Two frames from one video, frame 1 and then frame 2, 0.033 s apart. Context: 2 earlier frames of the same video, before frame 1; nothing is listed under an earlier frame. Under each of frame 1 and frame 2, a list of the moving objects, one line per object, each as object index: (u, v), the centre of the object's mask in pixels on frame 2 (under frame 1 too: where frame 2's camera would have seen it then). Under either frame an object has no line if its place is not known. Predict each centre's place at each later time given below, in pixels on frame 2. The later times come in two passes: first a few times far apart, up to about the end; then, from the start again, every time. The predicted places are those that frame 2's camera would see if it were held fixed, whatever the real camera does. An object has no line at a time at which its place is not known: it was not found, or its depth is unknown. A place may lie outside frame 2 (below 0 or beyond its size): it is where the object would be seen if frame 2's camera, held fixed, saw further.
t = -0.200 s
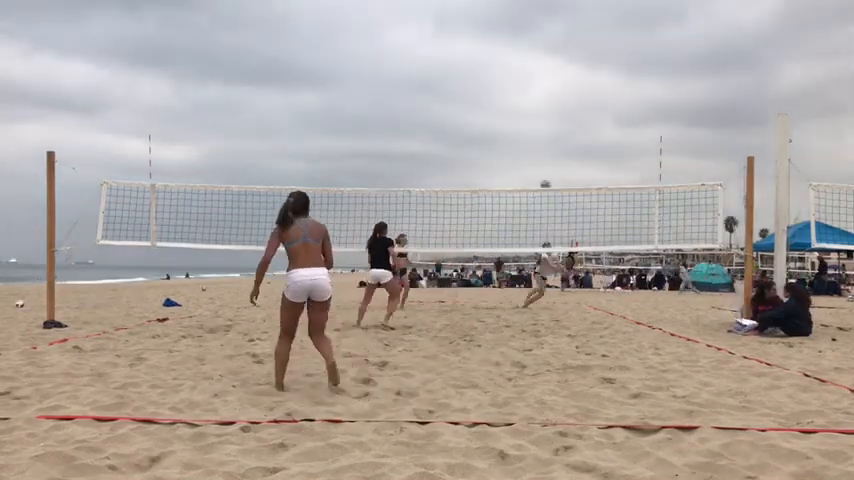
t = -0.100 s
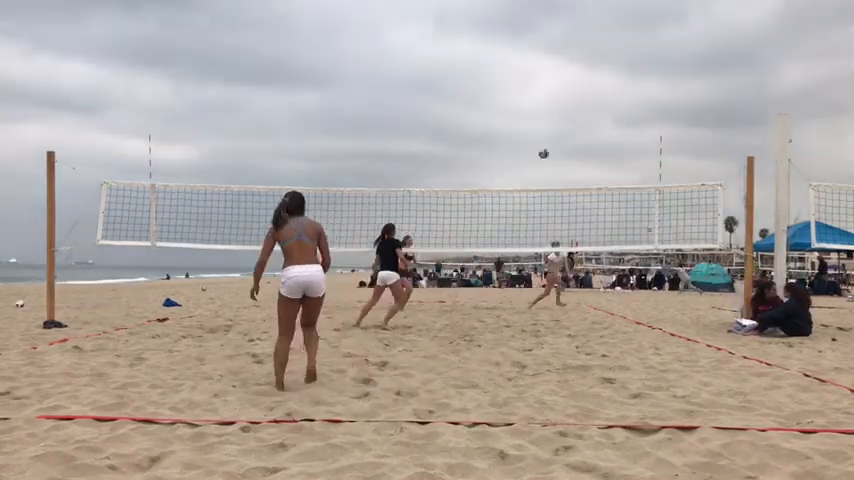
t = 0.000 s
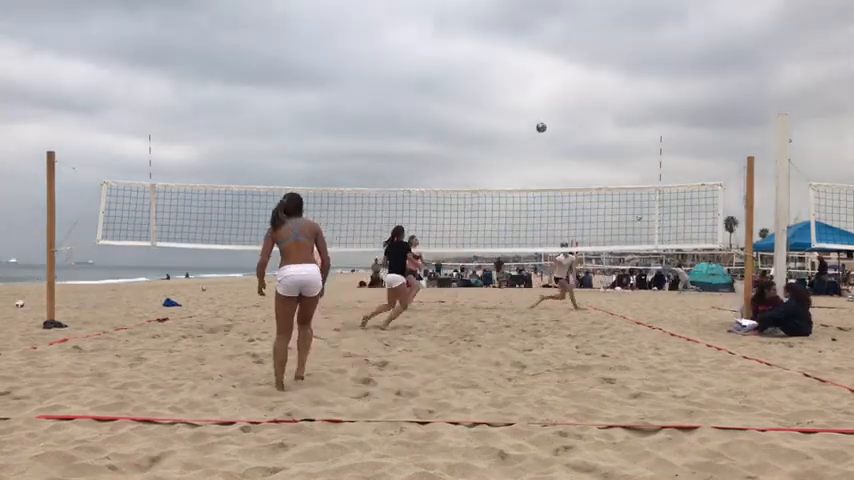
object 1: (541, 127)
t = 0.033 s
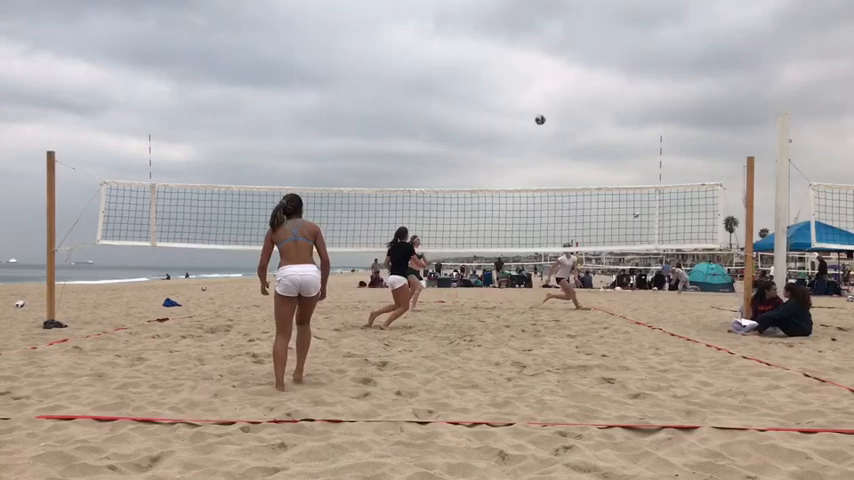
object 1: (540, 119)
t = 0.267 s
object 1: (531, 79)
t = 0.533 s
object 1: (519, 64)
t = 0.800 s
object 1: (505, 82)
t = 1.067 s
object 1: (489, 133)
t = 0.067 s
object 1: (539, 112)
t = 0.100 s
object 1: (538, 105)
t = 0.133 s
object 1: (537, 99)
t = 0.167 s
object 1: (535, 93)
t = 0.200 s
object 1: (534, 88)
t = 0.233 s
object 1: (533, 83)
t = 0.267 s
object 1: (531, 79)
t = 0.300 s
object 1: (530, 76)
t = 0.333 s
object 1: (528, 72)
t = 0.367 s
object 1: (527, 70)
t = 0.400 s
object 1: (525, 68)
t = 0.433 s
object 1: (524, 66)
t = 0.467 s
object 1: (522, 65)
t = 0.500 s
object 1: (521, 65)
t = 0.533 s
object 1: (519, 64)
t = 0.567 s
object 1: (518, 65)
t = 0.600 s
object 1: (516, 66)
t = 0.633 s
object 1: (514, 67)
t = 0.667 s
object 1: (512, 69)
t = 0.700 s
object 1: (510, 72)
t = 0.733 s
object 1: (509, 75)
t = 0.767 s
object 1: (507, 79)
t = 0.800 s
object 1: (505, 82)
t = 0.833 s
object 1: (503, 87)
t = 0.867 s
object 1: (501, 92)
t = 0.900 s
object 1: (499, 98)
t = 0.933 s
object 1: (497, 104)
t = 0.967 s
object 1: (495, 110)
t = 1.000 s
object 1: (493, 117)
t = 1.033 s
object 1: (491, 125)
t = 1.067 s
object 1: (489, 133)
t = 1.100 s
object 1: (487, 141)
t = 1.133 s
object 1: (485, 150)
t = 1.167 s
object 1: (483, 159)
